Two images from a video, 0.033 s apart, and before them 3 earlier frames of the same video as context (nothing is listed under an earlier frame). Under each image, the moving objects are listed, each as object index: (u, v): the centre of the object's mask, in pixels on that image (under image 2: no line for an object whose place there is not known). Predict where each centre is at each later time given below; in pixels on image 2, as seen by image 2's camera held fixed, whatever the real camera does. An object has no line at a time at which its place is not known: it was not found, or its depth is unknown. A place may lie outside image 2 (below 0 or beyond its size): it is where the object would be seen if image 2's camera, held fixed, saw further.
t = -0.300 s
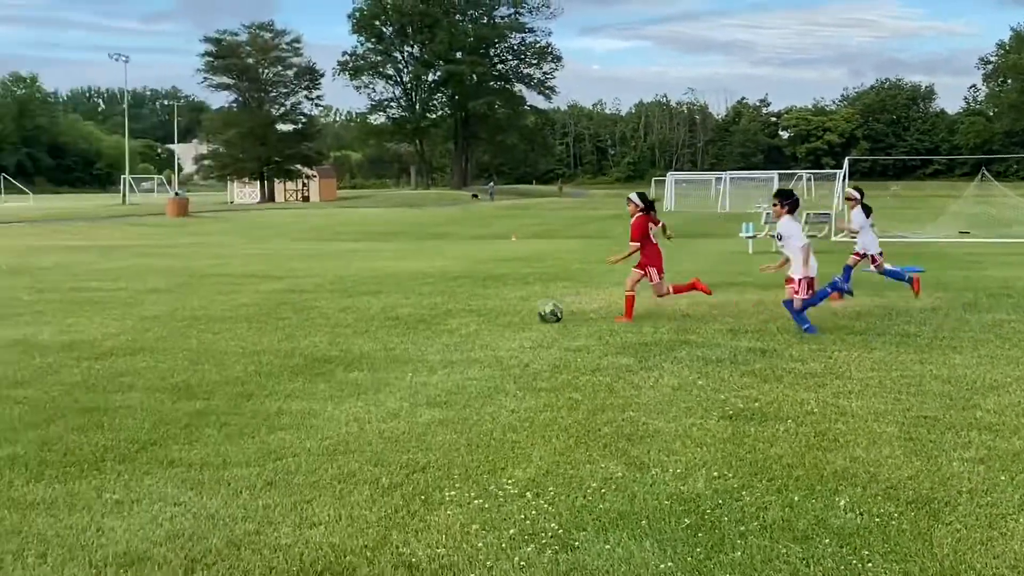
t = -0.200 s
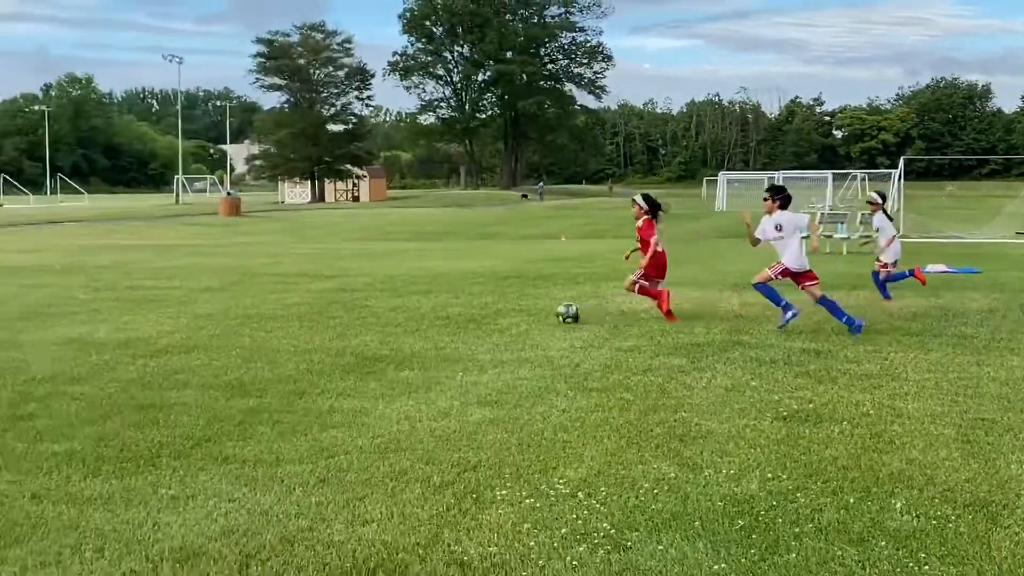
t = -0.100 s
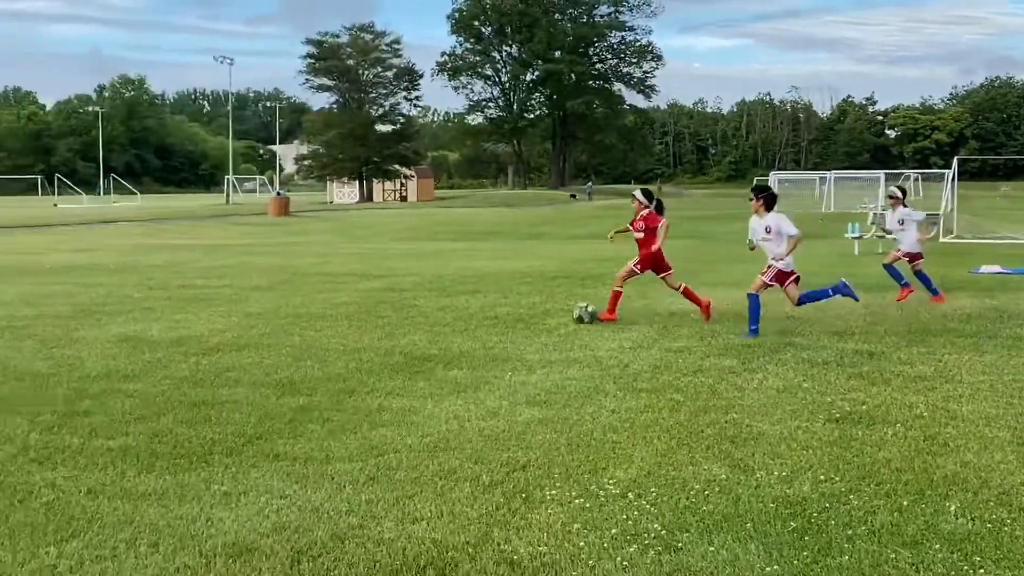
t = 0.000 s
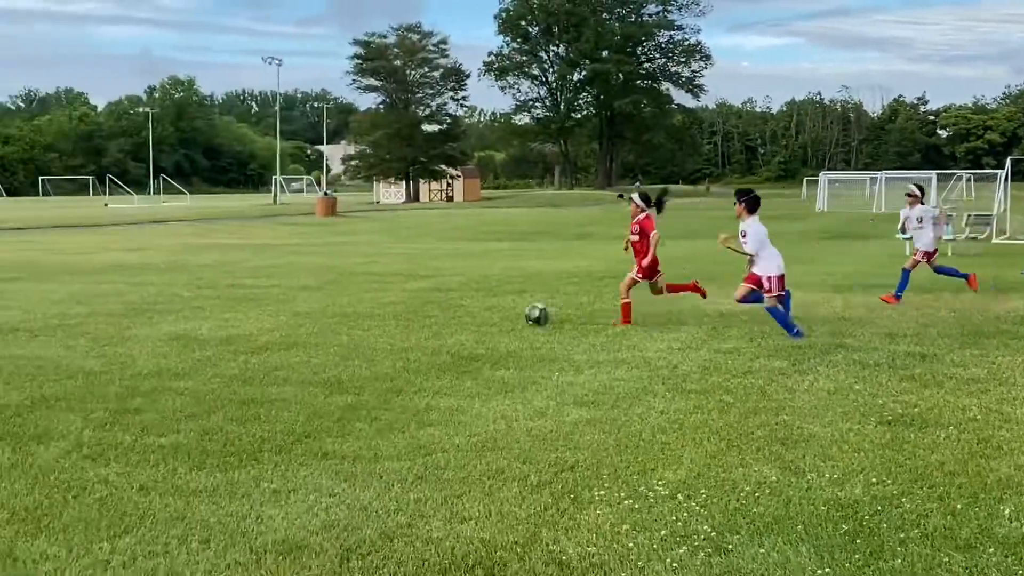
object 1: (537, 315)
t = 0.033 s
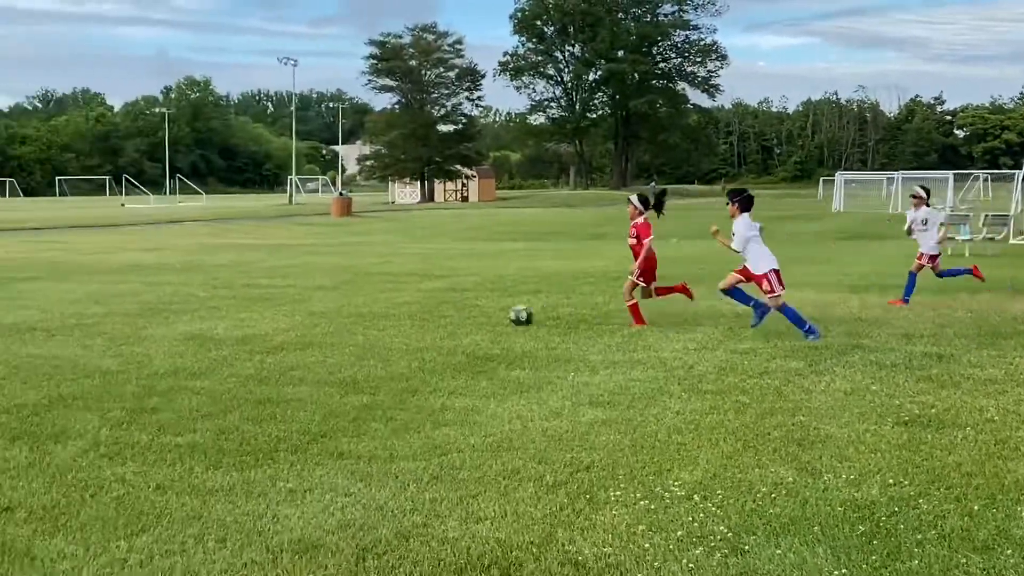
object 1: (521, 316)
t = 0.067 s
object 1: (494, 317)
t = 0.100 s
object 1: (468, 318)
